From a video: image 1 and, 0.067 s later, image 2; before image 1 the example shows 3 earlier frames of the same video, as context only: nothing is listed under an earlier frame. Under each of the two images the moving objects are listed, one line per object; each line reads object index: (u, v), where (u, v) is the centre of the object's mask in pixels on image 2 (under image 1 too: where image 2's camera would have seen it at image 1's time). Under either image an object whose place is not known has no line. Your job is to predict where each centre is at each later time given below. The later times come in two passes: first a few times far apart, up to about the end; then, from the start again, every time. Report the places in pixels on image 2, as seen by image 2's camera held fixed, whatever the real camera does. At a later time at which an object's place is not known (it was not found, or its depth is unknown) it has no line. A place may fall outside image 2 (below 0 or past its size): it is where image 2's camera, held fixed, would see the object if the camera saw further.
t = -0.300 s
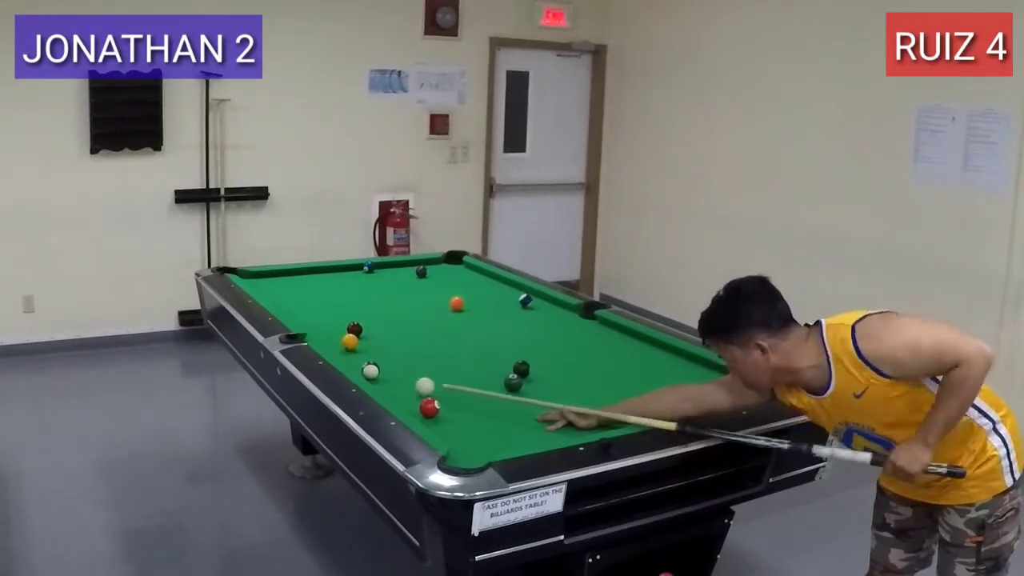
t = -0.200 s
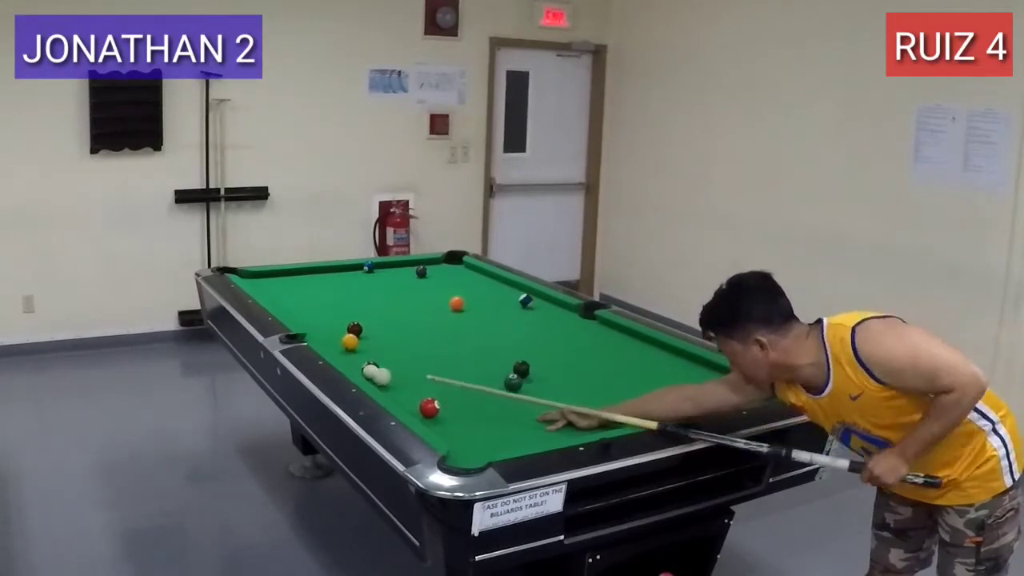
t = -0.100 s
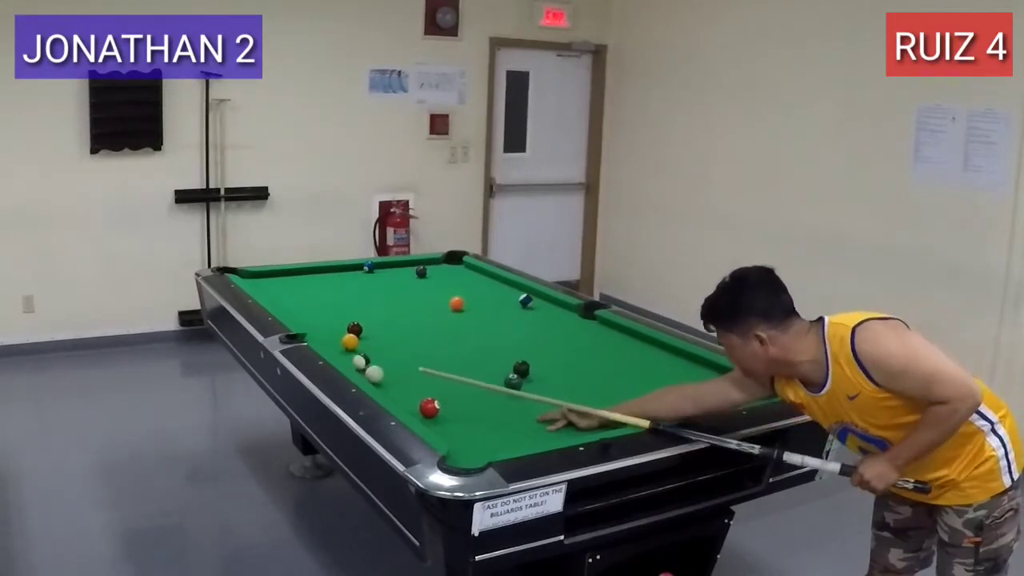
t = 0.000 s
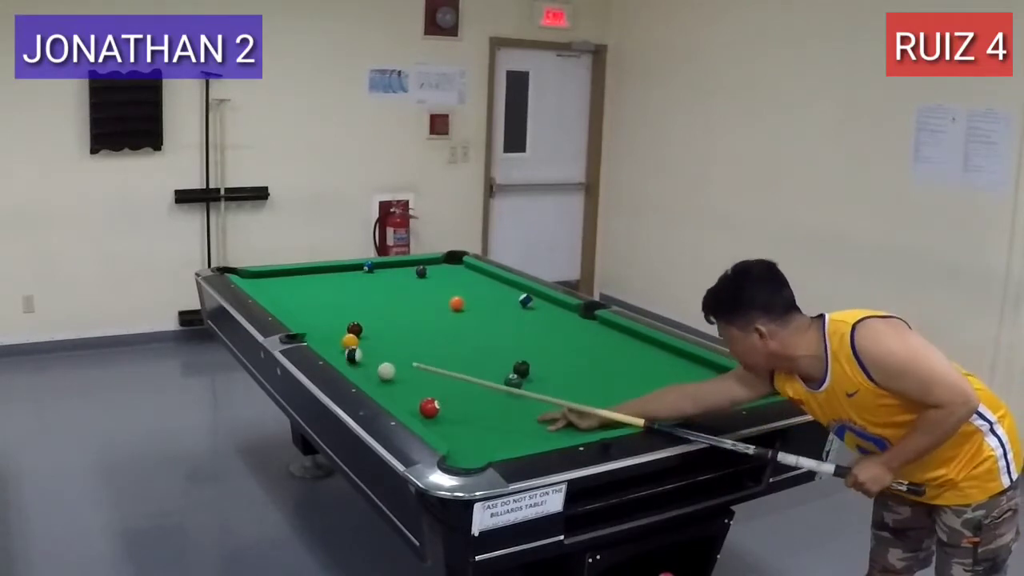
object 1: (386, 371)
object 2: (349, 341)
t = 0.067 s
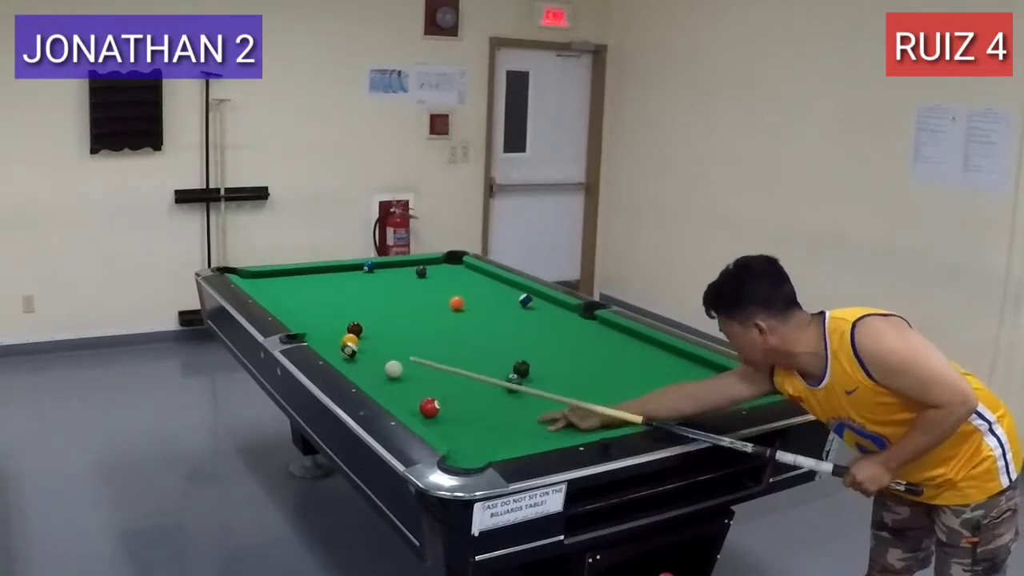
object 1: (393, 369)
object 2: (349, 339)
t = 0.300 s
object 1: (417, 362)
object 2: (355, 337)
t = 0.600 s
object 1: (444, 354)
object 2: (364, 332)
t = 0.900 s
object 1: (467, 348)
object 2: (371, 331)
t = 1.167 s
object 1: (486, 343)
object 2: (376, 330)
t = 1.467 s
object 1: (504, 338)
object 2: (378, 330)
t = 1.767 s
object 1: (519, 334)
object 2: (378, 330)
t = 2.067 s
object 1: (532, 330)
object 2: (378, 330)
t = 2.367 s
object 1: (542, 327)
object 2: (379, 330)
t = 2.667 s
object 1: (550, 324)
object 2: (379, 330)
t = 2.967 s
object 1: (557, 323)
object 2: (379, 330)
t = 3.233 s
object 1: (561, 321)
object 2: (379, 330)
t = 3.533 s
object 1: (565, 321)
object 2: (379, 330)
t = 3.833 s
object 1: (566, 320)
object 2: (379, 330)
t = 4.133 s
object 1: (567, 320)
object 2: (379, 330)
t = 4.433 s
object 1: (567, 320)
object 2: (379, 330)
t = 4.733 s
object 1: (567, 320)
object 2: (379, 330)
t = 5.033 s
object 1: (567, 320)
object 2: (378, 330)
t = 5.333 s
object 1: (567, 320)
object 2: (379, 330)
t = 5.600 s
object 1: (567, 321)
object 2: (379, 330)
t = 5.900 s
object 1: (567, 320)
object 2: (379, 330)
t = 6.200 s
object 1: (567, 320)
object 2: (379, 330)
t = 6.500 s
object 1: (567, 320)
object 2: (379, 330)
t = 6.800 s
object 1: (567, 320)
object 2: (379, 330)
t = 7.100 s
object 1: (567, 320)
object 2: (379, 330)
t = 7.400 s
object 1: (567, 320)
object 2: (379, 330)
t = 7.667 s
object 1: (567, 320)
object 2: (379, 330)
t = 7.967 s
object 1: (567, 320)
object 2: (379, 330)
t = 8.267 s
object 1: (567, 320)
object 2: (379, 330)
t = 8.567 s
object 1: (567, 320)
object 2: (379, 330)
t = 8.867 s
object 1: (567, 321)
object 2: (379, 330)
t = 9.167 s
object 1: (567, 321)
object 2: (379, 330)
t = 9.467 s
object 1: (567, 321)
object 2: (379, 330)
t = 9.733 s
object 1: (567, 320)
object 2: (379, 330)
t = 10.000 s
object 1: (567, 320)
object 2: (379, 330)
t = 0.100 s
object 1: (397, 368)
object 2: (351, 339)
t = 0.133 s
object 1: (400, 367)
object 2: (352, 339)
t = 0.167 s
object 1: (404, 366)
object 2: (352, 340)
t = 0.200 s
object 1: (407, 365)
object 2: (353, 339)
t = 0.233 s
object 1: (411, 364)
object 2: (353, 338)
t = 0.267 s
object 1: (414, 363)
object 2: (354, 338)
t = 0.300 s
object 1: (417, 362)
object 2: (355, 337)
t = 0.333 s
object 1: (420, 361)
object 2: (355, 336)
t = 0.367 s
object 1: (423, 360)
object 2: (356, 335)
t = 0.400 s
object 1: (426, 359)
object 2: (357, 334)
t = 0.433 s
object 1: (429, 358)
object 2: (359, 333)
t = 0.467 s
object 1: (432, 358)
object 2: (360, 333)
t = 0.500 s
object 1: (435, 357)
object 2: (361, 333)
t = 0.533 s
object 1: (438, 356)
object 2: (362, 333)
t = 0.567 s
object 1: (441, 355)
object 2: (363, 333)
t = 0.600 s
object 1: (444, 354)
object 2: (364, 332)
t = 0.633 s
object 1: (447, 353)
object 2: (365, 332)
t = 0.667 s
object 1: (449, 352)
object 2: (366, 332)
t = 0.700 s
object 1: (452, 352)
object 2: (366, 332)
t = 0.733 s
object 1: (455, 351)
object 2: (367, 331)
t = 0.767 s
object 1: (457, 350)
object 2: (368, 331)
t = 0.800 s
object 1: (460, 350)
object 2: (368, 331)
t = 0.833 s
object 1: (463, 349)
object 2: (370, 331)
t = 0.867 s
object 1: (465, 348)
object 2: (370, 331)
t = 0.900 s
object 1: (467, 348)
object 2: (371, 331)
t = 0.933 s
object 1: (470, 347)
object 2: (372, 331)
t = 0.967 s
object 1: (472, 346)
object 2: (373, 331)
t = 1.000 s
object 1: (474, 345)
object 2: (373, 331)
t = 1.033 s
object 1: (477, 345)
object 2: (374, 330)
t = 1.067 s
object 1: (479, 344)
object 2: (374, 330)
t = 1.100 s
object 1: (481, 343)
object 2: (375, 330)
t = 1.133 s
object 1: (483, 343)
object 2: (375, 330)
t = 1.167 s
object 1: (486, 343)
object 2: (376, 330)
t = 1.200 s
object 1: (488, 342)
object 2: (376, 330)
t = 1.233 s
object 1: (490, 341)
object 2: (376, 330)
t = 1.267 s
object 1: (492, 341)
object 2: (376, 330)
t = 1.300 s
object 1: (494, 340)
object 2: (377, 330)
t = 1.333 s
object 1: (496, 339)
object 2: (377, 330)
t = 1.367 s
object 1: (498, 339)
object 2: (378, 330)
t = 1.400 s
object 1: (500, 339)
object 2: (378, 330)
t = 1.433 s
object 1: (502, 338)
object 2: (378, 330)
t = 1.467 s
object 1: (504, 338)
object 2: (378, 330)
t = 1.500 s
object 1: (505, 337)
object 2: (378, 330)
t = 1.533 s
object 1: (507, 336)
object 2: (378, 330)
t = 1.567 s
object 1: (509, 336)
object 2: (379, 330)
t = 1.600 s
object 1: (511, 336)
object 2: (378, 330)
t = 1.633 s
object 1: (513, 335)
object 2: (378, 330)
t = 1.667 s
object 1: (514, 335)
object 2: (378, 330)
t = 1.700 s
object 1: (516, 335)
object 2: (378, 330)
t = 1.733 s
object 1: (518, 334)
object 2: (378, 330)
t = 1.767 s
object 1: (519, 334)
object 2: (378, 330)
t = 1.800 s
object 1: (520, 333)
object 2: (378, 330)
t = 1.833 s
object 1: (522, 333)
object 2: (378, 330)
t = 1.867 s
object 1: (524, 332)
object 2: (378, 330)
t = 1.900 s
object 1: (525, 332)
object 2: (378, 330)
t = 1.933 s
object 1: (526, 331)
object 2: (378, 330)
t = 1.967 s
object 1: (527, 331)
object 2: (378, 330)
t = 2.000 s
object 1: (529, 331)
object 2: (378, 330)
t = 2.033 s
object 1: (531, 331)
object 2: (378, 330)
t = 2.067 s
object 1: (532, 330)
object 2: (378, 330)
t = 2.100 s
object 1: (533, 330)
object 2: (378, 330)
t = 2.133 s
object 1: (534, 329)
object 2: (378, 330)
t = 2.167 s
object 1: (535, 329)
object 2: (378, 330)
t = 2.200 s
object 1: (537, 329)
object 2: (378, 330)
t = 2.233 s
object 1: (538, 328)
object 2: (378, 330)
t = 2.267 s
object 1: (539, 328)
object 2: (378, 330)
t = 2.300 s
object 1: (540, 328)
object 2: (378, 330)
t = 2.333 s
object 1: (541, 327)
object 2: (378, 330)
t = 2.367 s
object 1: (542, 327)
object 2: (379, 330)
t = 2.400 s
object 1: (543, 327)
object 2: (379, 330)
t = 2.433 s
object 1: (544, 326)
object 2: (379, 330)
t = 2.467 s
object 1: (545, 326)
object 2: (379, 330)
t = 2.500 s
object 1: (546, 326)
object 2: (379, 330)
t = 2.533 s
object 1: (547, 325)
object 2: (379, 330)
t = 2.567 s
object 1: (548, 325)
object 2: (379, 330)
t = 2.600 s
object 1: (549, 325)
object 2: (379, 330)
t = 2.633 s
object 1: (549, 325)
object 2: (379, 330)
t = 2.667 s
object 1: (550, 324)
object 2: (379, 330)
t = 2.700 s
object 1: (551, 324)
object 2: (379, 330)
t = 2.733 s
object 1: (552, 324)
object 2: (379, 330)
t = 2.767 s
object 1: (553, 324)
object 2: (379, 330)
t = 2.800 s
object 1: (553, 324)
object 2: (379, 330)
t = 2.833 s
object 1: (554, 323)
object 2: (379, 330)
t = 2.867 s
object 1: (555, 323)
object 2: (378, 330)
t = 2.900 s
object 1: (555, 323)
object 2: (379, 330)
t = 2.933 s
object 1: (556, 323)
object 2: (379, 330)
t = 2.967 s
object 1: (557, 323)
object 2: (379, 330)
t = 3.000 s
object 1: (557, 322)
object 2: (379, 330)
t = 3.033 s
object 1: (558, 322)
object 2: (379, 330)
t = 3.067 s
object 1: (559, 322)
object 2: (379, 330)
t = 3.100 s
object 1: (559, 322)
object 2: (379, 330)
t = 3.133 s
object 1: (560, 322)
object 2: (379, 330)
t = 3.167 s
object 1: (560, 322)
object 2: (379, 330)
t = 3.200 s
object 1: (561, 322)
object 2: (379, 330)
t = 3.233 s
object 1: (561, 321)
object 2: (379, 330)
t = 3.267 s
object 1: (561, 321)
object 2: (379, 330)
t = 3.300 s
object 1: (562, 321)
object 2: (379, 330)
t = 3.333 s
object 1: (562, 321)
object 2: (379, 330)
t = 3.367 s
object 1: (563, 321)
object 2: (379, 330)
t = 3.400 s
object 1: (563, 321)
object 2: (379, 330)
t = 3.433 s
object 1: (563, 321)
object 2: (379, 330)
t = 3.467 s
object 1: (564, 321)
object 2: (379, 330)
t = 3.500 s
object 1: (564, 321)
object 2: (379, 330)
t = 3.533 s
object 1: (565, 321)
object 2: (379, 330)
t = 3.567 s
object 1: (565, 320)
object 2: (379, 330)
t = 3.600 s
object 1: (565, 320)
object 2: (379, 330)
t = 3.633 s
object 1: (566, 320)
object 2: (379, 330)
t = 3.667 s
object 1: (566, 320)
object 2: (379, 330)
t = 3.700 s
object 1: (566, 320)
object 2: (379, 330)
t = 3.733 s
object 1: (566, 320)
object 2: (379, 330)
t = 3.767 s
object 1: (566, 320)
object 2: (379, 330)
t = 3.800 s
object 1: (566, 320)
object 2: (379, 330)
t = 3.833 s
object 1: (566, 320)
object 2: (379, 330)
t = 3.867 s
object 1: (567, 320)
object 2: (379, 330)
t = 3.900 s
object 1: (567, 320)
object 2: (379, 330)
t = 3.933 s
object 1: (567, 320)
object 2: (379, 330)
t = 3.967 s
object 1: (567, 320)
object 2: (379, 330)
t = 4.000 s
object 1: (567, 320)
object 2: (379, 330)
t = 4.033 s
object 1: (567, 320)
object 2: (379, 330)
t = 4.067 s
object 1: (567, 320)
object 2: (379, 330)
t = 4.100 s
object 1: (567, 320)
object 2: (379, 330)
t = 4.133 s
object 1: (567, 320)
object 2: (379, 330)
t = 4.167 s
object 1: (567, 320)
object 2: (379, 330)
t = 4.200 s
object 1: (567, 320)
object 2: (379, 330)
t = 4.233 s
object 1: (567, 320)
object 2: (379, 330)
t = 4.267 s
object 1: (567, 320)
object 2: (379, 330)
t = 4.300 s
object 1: (567, 320)
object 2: (379, 330)
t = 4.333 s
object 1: (567, 320)
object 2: (379, 330)
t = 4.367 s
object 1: (567, 320)
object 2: (379, 330)
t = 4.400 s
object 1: (567, 320)
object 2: (379, 330)
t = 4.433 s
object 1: (567, 320)
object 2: (379, 330)
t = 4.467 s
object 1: (567, 320)
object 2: (379, 330)
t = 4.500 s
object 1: (567, 320)
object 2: (379, 330)
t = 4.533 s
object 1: (567, 320)
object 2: (379, 330)
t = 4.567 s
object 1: (567, 320)
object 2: (379, 330)
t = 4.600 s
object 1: (567, 320)
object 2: (379, 330)
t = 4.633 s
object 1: (567, 320)
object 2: (379, 330)
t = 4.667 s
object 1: (567, 320)
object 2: (379, 330)
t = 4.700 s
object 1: (567, 320)
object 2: (379, 330)
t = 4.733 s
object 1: (567, 320)
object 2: (379, 330)
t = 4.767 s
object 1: (567, 320)
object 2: (379, 330)
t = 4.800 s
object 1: (567, 320)
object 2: (379, 330)
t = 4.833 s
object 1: (567, 320)
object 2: (379, 330)
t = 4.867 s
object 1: (567, 320)
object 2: (379, 330)
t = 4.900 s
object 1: (567, 320)
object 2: (379, 330)
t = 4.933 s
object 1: (567, 320)
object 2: (379, 330)
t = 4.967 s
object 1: (567, 320)
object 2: (378, 330)
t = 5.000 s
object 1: (567, 320)
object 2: (379, 330)
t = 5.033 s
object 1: (567, 320)
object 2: (378, 330)
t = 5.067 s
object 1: (567, 320)
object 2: (379, 330)
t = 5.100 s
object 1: (567, 320)
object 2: (378, 330)
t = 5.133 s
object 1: (567, 320)
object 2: (378, 330)
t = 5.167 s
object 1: (567, 320)
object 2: (379, 330)
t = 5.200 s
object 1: (567, 320)
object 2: (378, 330)
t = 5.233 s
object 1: (567, 320)
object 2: (379, 330)
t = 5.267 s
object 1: (567, 320)
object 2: (379, 330)
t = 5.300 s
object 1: (567, 320)
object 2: (379, 330)
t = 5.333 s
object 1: (567, 320)
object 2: (379, 330)
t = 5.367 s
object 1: (567, 320)
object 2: (379, 330)
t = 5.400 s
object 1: (567, 320)
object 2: (379, 330)
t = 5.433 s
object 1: (567, 320)
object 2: (379, 330)
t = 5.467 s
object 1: (567, 320)
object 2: (379, 330)
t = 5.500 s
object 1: (567, 320)
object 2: (378, 330)
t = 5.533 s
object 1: (567, 321)
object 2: (379, 330)
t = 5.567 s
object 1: (567, 321)
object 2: (379, 330)
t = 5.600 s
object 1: (567, 321)
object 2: (379, 330)
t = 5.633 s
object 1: (567, 321)
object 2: (379, 330)
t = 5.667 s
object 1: (567, 320)
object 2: (379, 330)
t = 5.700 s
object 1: (567, 320)
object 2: (379, 330)
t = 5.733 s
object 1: (567, 320)
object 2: (379, 330)
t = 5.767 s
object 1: (567, 320)
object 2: (379, 330)
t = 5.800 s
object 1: (567, 320)
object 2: (379, 330)
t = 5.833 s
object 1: (567, 320)
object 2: (379, 330)
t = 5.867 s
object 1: (567, 320)
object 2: (379, 330)
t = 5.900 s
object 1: (567, 320)
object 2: (379, 330)
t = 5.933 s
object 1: (567, 320)
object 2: (379, 330)
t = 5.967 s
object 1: (567, 320)
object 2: (379, 330)
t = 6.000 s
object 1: (567, 320)
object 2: (379, 330)
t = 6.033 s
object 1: (567, 320)
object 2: (379, 330)
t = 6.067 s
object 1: (567, 320)
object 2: (379, 330)
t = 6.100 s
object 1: (567, 320)
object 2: (379, 330)
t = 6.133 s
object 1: (567, 320)
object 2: (379, 330)
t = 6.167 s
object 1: (567, 320)
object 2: (379, 330)
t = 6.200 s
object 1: (567, 320)
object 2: (379, 330)
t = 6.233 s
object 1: (567, 320)
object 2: (379, 330)
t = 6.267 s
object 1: (567, 320)
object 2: (379, 330)
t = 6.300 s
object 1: (567, 320)
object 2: (379, 330)
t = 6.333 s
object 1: (567, 320)
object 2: (379, 330)
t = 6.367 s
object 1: (567, 320)
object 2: (379, 330)
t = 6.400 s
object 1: (567, 320)
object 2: (379, 330)
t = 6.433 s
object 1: (567, 320)
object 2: (379, 330)
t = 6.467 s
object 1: (567, 320)
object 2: (379, 330)
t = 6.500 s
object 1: (567, 320)
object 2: (379, 330)
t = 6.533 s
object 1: (567, 320)
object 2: (379, 330)
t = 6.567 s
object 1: (567, 320)
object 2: (379, 330)
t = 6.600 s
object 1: (567, 320)
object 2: (379, 330)
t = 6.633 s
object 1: (567, 320)
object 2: (379, 330)
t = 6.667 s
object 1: (567, 320)
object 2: (379, 330)
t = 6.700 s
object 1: (567, 320)
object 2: (379, 330)
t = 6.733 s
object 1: (567, 320)
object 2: (379, 330)
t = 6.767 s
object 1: (567, 320)
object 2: (379, 330)
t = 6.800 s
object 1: (567, 320)
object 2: (379, 330)
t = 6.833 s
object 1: (567, 321)
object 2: (379, 330)
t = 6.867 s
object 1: (567, 321)
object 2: (379, 330)
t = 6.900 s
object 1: (567, 320)
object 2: (379, 330)
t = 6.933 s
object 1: (567, 321)
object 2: (379, 330)
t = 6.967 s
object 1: (567, 320)
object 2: (379, 330)
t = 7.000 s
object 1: (567, 320)
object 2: (379, 330)
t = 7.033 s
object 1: (567, 320)
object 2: (379, 330)
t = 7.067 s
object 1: (567, 320)
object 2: (379, 330)
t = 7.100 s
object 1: (567, 320)
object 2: (379, 330)
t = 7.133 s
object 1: (567, 320)
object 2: (379, 330)
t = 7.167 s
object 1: (567, 320)
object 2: (379, 330)
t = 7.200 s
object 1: (567, 320)
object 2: (379, 330)
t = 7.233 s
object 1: (567, 320)
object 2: (379, 330)
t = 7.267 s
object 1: (567, 320)
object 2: (379, 330)
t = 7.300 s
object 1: (567, 320)
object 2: (379, 330)
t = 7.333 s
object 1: (567, 320)
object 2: (379, 330)
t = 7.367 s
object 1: (567, 320)
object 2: (379, 330)
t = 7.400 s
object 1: (567, 320)
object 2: (379, 330)
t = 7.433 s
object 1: (567, 320)
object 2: (379, 330)
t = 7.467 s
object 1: (567, 320)
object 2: (379, 330)
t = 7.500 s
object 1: (567, 320)
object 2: (379, 330)
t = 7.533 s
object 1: (567, 320)
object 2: (379, 330)
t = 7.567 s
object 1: (567, 320)
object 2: (379, 330)
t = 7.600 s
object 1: (567, 320)
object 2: (379, 330)
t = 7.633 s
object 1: (567, 320)
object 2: (379, 330)
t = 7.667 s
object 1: (567, 320)
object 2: (379, 330)
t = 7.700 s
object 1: (567, 320)
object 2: (379, 330)
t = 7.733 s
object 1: (567, 320)
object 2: (379, 330)
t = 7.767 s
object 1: (567, 320)
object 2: (379, 330)
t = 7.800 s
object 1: (567, 320)
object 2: (379, 330)
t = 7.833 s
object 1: (567, 320)
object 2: (379, 330)
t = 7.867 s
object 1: (567, 320)
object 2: (379, 330)
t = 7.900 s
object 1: (567, 320)
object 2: (379, 330)
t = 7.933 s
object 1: (567, 320)
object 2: (379, 330)
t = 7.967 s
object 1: (567, 320)
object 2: (379, 330)
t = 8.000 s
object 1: (567, 320)
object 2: (379, 330)
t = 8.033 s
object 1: (567, 320)
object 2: (379, 330)
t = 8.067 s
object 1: (567, 320)
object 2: (379, 330)
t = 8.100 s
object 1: (567, 320)
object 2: (379, 330)
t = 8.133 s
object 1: (567, 320)
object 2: (379, 330)
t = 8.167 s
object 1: (567, 320)
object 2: (379, 330)
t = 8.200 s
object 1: (567, 320)
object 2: (379, 330)
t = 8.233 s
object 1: (567, 320)
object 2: (379, 330)
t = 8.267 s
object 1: (567, 320)
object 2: (379, 330)
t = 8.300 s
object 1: (567, 320)
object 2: (379, 330)
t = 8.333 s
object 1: (567, 320)
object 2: (379, 330)
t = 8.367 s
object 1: (567, 320)
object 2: (379, 330)
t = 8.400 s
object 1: (567, 320)
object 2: (379, 330)
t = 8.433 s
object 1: (567, 320)
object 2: (379, 330)
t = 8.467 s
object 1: (567, 320)
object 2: (379, 330)
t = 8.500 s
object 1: (567, 320)
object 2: (379, 330)
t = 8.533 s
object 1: (567, 320)
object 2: (379, 330)
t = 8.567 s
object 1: (567, 320)
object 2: (379, 330)
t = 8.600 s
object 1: (567, 320)
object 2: (379, 330)
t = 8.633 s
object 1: (567, 321)
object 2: (379, 330)
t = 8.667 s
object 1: (567, 321)
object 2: (379, 330)
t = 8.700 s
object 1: (567, 320)
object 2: (379, 330)
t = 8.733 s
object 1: (567, 320)
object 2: (379, 330)
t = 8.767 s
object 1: (567, 321)
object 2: (379, 330)
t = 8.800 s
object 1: (567, 321)
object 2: (379, 330)
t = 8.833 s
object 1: (567, 321)
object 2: (379, 330)
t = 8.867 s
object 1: (567, 321)
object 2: (379, 330)
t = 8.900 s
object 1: (567, 321)
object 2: (379, 330)
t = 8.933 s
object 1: (567, 321)
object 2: (379, 330)
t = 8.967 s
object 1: (567, 321)
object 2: (379, 330)
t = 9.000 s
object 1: (567, 321)
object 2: (379, 330)
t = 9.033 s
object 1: (567, 321)
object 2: (379, 330)
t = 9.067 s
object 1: (567, 321)
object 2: (379, 330)
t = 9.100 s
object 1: (567, 321)
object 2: (379, 330)
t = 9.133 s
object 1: (567, 321)
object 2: (379, 330)
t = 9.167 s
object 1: (567, 321)
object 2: (379, 330)
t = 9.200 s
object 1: (567, 320)
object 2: (379, 330)
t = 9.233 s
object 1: (567, 320)
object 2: (379, 330)
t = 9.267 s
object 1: (567, 320)
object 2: (379, 330)
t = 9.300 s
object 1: (567, 320)
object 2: (379, 330)
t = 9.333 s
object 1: (567, 321)
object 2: (379, 330)
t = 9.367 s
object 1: (567, 321)
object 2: (379, 330)
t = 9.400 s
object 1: (567, 321)
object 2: (379, 330)
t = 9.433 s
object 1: (567, 321)
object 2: (379, 330)
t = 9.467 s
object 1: (567, 321)
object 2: (379, 330)
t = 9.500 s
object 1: (567, 321)
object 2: (379, 330)
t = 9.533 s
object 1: (567, 320)
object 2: (379, 330)
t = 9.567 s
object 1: (567, 320)
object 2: (379, 330)
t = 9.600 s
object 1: (567, 320)
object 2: (379, 330)
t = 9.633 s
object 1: (567, 320)
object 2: (379, 330)
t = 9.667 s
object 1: (567, 320)
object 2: (379, 330)
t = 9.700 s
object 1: (567, 320)
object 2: (379, 330)
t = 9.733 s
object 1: (567, 320)
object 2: (379, 330)
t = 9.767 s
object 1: (567, 320)
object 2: (379, 329)
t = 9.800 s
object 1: (567, 320)
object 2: (379, 330)
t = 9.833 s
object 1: (567, 320)
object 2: (379, 330)
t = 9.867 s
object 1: (567, 320)
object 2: (379, 330)
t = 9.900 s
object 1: (567, 320)
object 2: (379, 330)
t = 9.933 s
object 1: (567, 320)
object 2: (379, 330)
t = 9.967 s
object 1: (567, 320)
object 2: (379, 330)
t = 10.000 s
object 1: (567, 320)
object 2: (379, 330)
